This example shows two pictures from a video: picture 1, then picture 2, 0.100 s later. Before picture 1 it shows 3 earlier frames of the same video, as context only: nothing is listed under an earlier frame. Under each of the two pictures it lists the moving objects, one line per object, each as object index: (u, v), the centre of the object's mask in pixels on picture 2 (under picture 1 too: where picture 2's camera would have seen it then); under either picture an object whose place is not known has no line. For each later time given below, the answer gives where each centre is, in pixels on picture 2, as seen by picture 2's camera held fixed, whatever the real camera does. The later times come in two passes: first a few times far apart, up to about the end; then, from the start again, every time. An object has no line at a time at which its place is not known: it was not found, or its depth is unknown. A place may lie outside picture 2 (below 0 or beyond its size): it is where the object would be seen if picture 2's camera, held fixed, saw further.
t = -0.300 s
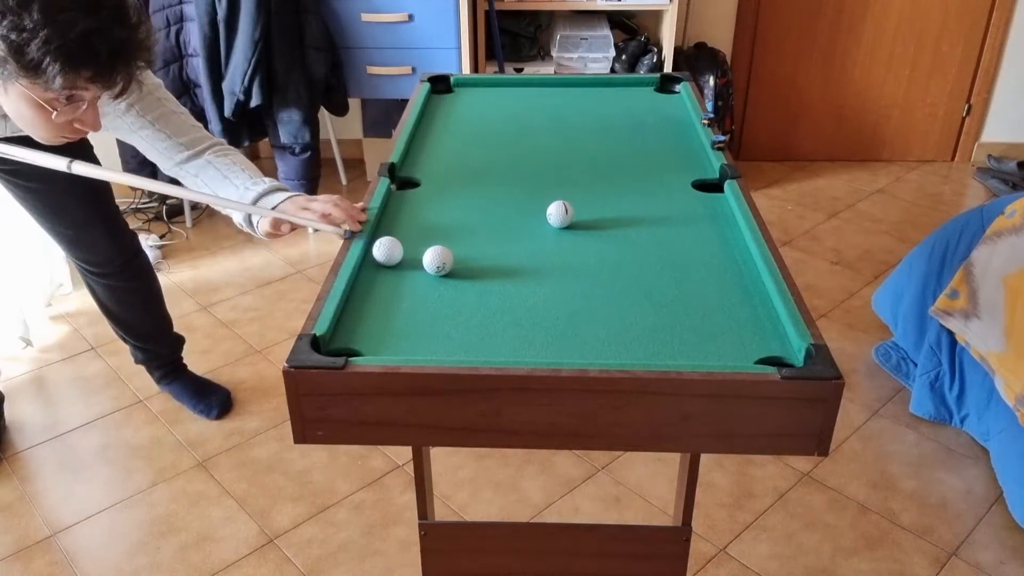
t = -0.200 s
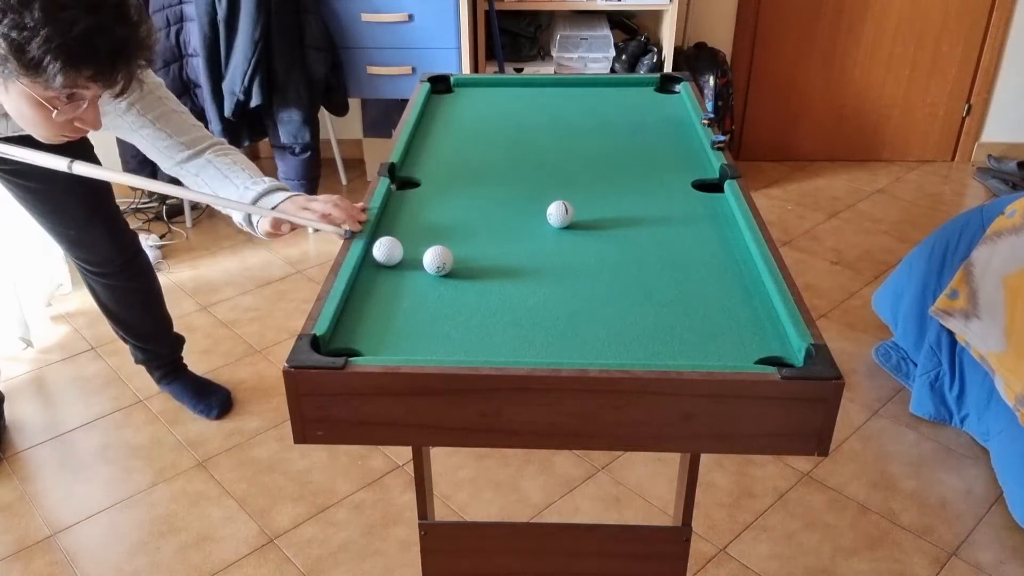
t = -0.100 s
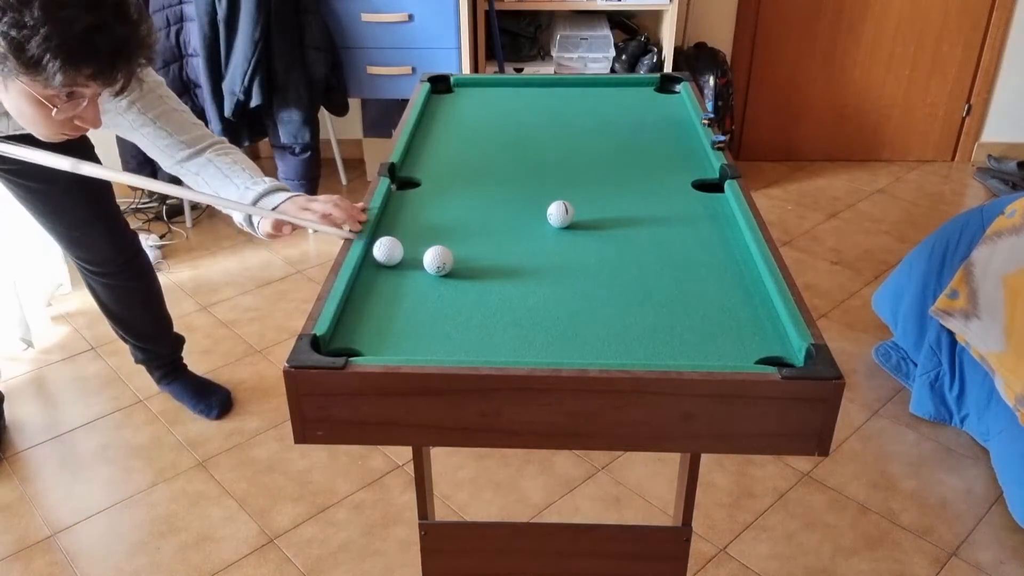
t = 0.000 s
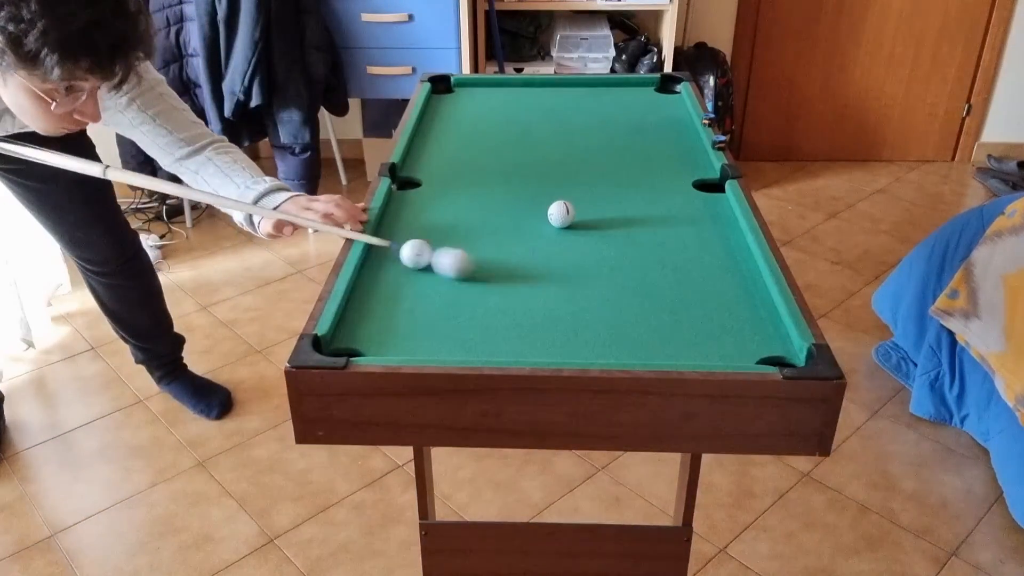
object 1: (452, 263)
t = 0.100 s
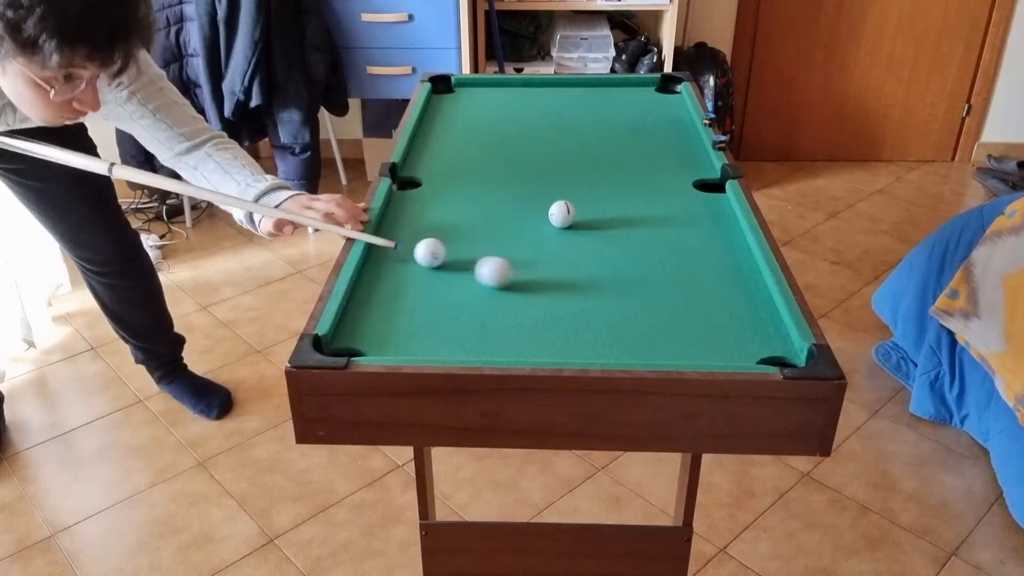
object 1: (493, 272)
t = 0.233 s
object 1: (541, 282)
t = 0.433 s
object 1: (617, 298)
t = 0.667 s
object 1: (709, 317)
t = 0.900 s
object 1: (762, 335)
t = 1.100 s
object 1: (735, 345)
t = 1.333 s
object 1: (705, 350)
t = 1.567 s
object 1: (681, 347)
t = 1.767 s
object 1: (666, 344)
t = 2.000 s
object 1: (654, 341)
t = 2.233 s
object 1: (648, 338)
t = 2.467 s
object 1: (646, 337)
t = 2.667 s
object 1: (647, 338)
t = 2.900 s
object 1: (647, 338)
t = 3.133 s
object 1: (647, 338)
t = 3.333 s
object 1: (647, 338)
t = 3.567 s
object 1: (647, 338)
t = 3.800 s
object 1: (647, 338)
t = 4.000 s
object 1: (646, 338)
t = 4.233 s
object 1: (647, 338)
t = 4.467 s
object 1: (647, 338)
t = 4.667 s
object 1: (647, 338)
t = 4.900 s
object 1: (647, 338)
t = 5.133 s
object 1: (647, 338)
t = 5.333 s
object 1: (647, 338)
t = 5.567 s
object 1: (647, 338)
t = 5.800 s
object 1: (647, 338)
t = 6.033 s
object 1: (647, 338)
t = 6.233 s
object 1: (647, 338)
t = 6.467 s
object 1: (647, 338)
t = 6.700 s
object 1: (647, 338)
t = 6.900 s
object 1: (647, 338)
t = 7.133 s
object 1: (646, 338)
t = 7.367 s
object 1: (646, 338)
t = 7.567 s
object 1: (646, 338)
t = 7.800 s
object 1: (646, 338)
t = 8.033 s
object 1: (646, 338)
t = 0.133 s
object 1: (504, 274)
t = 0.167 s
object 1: (516, 277)
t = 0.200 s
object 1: (529, 279)
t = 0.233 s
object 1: (541, 282)
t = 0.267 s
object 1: (554, 284)
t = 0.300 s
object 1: (566, 287)
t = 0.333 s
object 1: (579, 289)
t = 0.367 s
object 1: (592, 293)
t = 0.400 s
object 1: (605, 295)
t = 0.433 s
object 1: (617, 298)
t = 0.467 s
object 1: (631, 301)
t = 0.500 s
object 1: (644, 304)
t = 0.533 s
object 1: (656, 306)
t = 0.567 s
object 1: (669, 309)
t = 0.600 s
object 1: (683, 312)
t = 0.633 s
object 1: (696, 314)
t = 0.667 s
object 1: (709, 317)
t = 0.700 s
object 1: (722, 320)
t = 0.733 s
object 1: (736, 323)
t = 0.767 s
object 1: (750, 326)
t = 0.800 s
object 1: (763, 329)
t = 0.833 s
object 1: (774, 331)
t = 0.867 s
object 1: (768, 333)
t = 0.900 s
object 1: (762, 335)
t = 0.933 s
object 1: (757, 337)
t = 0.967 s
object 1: (753, 338)
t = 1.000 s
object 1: (748, 340)
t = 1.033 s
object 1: (743, 341)
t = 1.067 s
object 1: (739, 343)
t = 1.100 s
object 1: (735, 345)
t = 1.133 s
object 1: (730, 346)
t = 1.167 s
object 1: (726, 347)
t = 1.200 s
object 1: (722, 348)
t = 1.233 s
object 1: (718, 349)
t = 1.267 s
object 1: (713, 350)
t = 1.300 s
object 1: (709, 351)
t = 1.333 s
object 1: (705, 350)
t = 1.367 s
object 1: (701, 350)
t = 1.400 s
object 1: (698, 349)
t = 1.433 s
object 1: (694, 349)
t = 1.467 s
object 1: (690, 348)
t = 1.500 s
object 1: (687, 348)
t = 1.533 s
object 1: (684, 347)
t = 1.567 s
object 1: (681, 347)
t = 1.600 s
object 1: (678, 347)
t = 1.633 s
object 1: (676, 346)
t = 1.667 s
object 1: (673, 346)
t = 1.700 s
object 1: (671, 345)
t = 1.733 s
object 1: (669, 345)
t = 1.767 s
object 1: (666, 344)
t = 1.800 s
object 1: (664, 344)
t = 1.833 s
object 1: (662, 343)
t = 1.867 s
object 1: (661, 343)
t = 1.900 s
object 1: (659, 342)
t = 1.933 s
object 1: (657, 342)
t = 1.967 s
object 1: (656, 341)
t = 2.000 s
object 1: (654, 341)
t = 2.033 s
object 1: (653, 340)
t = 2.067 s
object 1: (652, 340)
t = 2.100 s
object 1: (651, 340)
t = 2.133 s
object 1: (650, 339)
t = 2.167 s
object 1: (649, 339)
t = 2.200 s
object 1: (649, 339)
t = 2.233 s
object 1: (648, 338)
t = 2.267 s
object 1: (648, 338)
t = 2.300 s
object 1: (647, 338)
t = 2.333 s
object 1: (647, 338)
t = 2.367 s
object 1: (647, 338)
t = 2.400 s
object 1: (647, 338)
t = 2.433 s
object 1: (647, 338)
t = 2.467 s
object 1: (646, 337)
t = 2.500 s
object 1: (646, 337)
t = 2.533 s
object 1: (647, 338)
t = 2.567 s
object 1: (646, 338)
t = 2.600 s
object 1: (647, 338)
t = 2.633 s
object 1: (647, 338)
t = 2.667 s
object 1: (647, 338)
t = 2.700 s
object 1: (647, 338)
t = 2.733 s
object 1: (647, 338)
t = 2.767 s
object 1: (647, 338)
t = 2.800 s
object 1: (647, 338)
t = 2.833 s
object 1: (646, 338)
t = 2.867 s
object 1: (647, 338)
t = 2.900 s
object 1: (647, 338)
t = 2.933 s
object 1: (647, 338)
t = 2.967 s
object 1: (647, 338)
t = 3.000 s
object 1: (647, 338)
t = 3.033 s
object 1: (647, 338)
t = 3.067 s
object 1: (647, 338)
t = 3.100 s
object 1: (647, 338)
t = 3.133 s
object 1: (647, 338)
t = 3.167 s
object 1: (647, 338)
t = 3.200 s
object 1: (647, 338)
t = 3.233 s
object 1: (647, 338)
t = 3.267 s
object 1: (647, 338)
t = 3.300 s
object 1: (647, 338)
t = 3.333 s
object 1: (647, 338)
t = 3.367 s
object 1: (647, 338)
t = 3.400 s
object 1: (646, 338)
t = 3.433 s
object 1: (647, 338)
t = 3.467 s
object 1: (647, 338)
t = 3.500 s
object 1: (647, 338)
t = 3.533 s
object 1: (647, 338)
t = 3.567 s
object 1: (647, 338)
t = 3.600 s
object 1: (647, 338)
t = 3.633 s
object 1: (647, 338)
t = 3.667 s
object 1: (646, 338)
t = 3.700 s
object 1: (647, 338)
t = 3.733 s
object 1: (646, 338)
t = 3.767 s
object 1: (647, 338)
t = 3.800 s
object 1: (647, 338)
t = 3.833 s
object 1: (647, 338)
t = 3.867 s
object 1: (646, 338)
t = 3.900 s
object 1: (647, 338)
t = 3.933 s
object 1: (646, 338)
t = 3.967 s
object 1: (646, 338)
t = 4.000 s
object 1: (646, 338)
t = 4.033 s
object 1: (647, 338)
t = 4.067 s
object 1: (647, 338)
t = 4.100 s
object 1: (647, 338)
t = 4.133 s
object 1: (647, 338)
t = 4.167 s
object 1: (647, 338)
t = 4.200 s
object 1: (647, 338)
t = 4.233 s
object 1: (647, 338)
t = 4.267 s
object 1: (647, 338)
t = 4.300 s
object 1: (647, 338)
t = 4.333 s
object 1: (647, 338)
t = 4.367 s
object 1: (647, 338)
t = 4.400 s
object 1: (647, 338)
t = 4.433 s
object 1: (647, 338)
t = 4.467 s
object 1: (647, 338)
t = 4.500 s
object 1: (647, 338)
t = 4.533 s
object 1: (647, 338)
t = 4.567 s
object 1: (647, 338)
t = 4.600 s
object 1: (647, 338)
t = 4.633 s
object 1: (647, 338)
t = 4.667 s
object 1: (647, 338)
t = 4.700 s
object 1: (647, 338)
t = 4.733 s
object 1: (647, 338)
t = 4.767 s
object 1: (647, 338)
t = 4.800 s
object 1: (647, 338)
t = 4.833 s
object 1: (647, 338)
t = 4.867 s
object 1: (647, 338)
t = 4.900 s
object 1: (647, 338)
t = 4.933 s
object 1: (647, 338)
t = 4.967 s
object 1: (647, 338)
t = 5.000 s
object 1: (647, 338)
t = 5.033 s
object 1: (647, 338)
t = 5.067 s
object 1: (647, 338)
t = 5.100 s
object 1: (647, 338)
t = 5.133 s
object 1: (647, 338)
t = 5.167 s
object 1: (647, 338)
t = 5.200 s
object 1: (647, 338)
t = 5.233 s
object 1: (647, 338)
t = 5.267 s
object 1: (647, 338)
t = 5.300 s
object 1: (647, 338)
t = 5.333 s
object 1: (647, 338)
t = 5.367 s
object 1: (647, 338)
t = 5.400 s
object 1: (647, 338)
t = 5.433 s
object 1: (647, 338)
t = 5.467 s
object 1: (647, 338)
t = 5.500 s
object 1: (647, 338)
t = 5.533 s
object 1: (647, 338)
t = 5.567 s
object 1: (647, 338)
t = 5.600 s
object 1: (647, 338)
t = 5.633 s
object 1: (647, 338)
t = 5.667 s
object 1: (647, 338)
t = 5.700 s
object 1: (647, 338)
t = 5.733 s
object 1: (647, 338)
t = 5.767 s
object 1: (647, 338)
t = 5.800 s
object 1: (647, 338)
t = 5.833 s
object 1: (647, 338)
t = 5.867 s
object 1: (647, 338)
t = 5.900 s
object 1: (647, 338)
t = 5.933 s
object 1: (647, 338)
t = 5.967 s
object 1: (647, 338)
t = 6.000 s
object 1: (647, 338)
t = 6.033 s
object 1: (647, 338)
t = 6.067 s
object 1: (647, 338)
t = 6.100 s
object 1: (647, 338)
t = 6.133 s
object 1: (647, 338)
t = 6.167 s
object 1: (647, 338)
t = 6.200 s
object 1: (647, 338)
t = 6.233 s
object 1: (647, 338)
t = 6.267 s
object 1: (647, 338)
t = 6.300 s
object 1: (647, 338)
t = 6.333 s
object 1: (647, 338)
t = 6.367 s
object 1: (647, 338)
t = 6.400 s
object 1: (647, 338)
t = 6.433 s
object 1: (647, 338)
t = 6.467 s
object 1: (647, 338)
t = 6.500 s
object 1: (647, 338)
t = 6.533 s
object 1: (647, 338)
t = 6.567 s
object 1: (647, 338)
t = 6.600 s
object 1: (647, 338)
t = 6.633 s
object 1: (647, 338)
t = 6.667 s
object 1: (647, 338)
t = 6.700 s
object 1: (647, 338)
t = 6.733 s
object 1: (647, 338)
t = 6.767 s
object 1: (647, 338)
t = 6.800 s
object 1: (647, 338)
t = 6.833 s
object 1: (647, 338)
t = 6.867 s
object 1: (647, 338)
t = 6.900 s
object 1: (647, 338)
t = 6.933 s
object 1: (647, 338)
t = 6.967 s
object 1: (647, 338)
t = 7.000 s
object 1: (647, 338)
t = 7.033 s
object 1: (647, 338)
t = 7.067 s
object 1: (647, 338)
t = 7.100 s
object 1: (647, 338)
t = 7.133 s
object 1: (646, 338)
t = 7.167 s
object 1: (646, 338)
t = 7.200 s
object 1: (646, 338)
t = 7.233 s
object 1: (647, 338)
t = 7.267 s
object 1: (647, 338)
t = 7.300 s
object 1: (646, 338)
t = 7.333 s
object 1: (647, 338)
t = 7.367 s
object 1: (646, 338)
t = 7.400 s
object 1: (647, 338)
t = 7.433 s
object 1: (646, 338)
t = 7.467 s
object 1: (646, 338)
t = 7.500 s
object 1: (646, 338)
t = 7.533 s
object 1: (646, 338)
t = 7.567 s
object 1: (646, 338)
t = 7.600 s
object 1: (646, 338)
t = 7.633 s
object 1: (646, 338)
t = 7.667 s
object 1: (646, 338)
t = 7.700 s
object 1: (646, 338)
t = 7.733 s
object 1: (646, 338)
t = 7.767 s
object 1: (646, 338)
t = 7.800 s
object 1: (646, 338)
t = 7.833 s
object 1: (646, 338)
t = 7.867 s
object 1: (646, 338)
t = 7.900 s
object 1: (646, 338)
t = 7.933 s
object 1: (646, 338)
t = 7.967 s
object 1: (646, 338)
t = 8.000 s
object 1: (646, 338)
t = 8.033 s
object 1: (646, 338)
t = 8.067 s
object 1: (646, 338)
